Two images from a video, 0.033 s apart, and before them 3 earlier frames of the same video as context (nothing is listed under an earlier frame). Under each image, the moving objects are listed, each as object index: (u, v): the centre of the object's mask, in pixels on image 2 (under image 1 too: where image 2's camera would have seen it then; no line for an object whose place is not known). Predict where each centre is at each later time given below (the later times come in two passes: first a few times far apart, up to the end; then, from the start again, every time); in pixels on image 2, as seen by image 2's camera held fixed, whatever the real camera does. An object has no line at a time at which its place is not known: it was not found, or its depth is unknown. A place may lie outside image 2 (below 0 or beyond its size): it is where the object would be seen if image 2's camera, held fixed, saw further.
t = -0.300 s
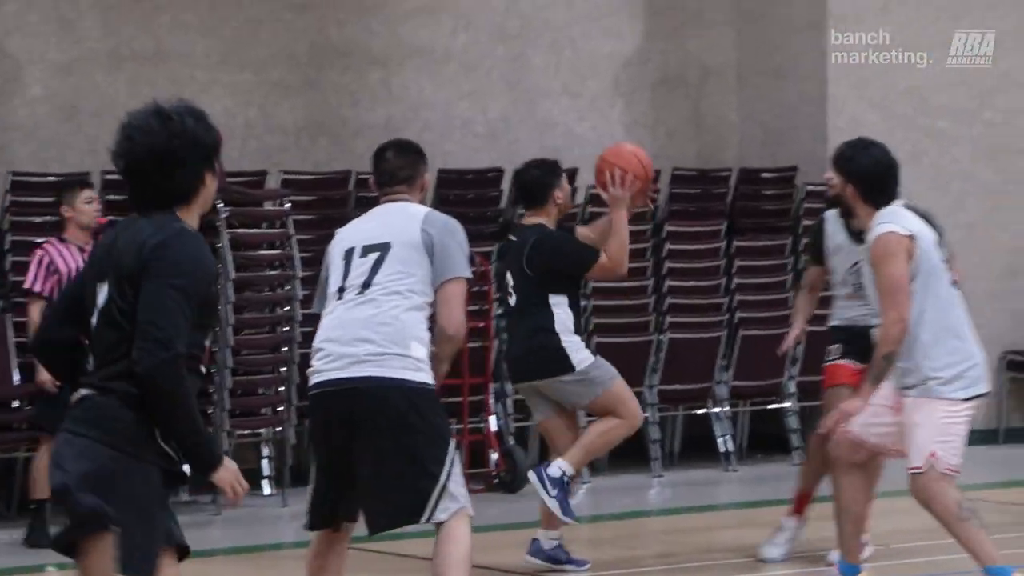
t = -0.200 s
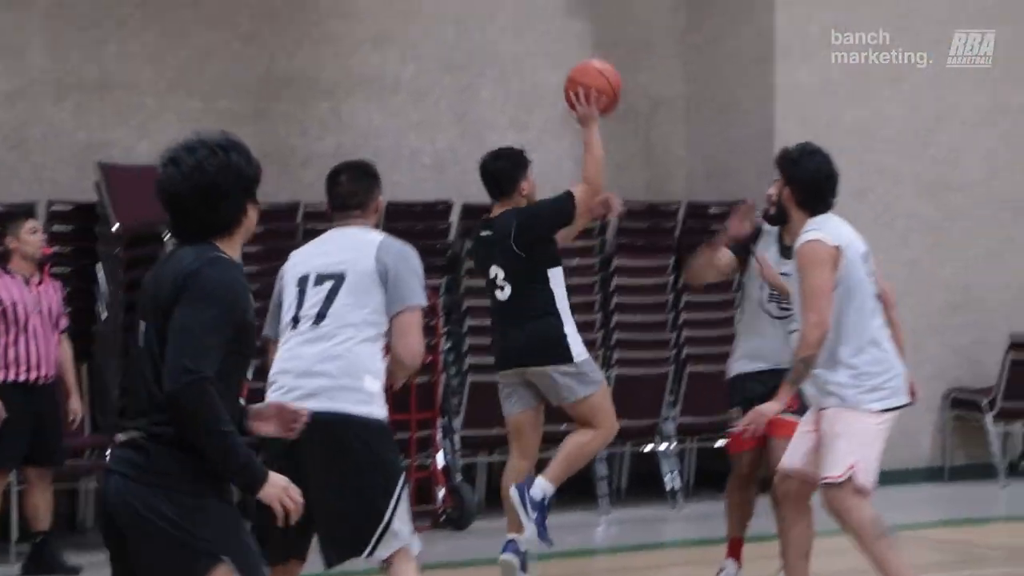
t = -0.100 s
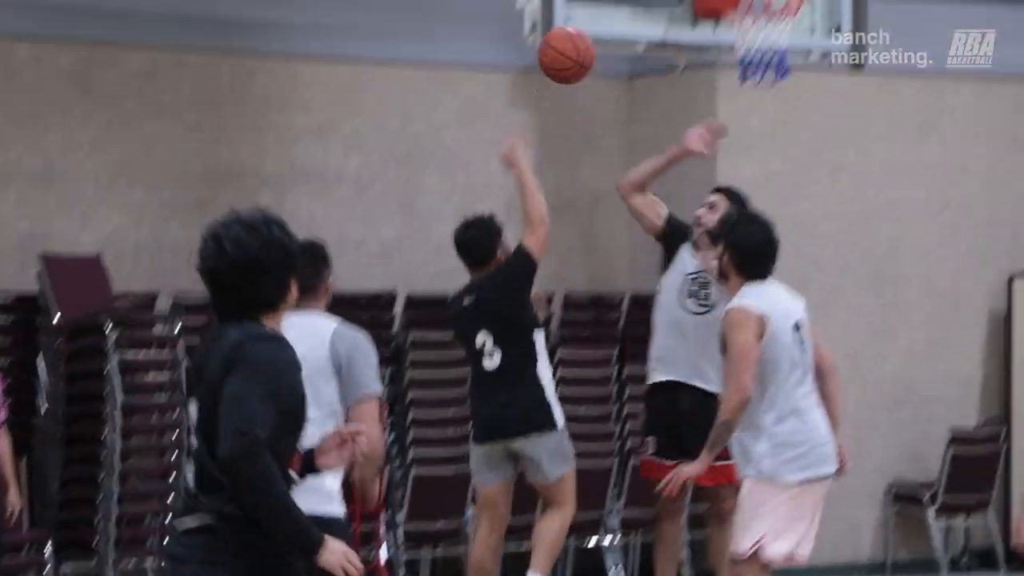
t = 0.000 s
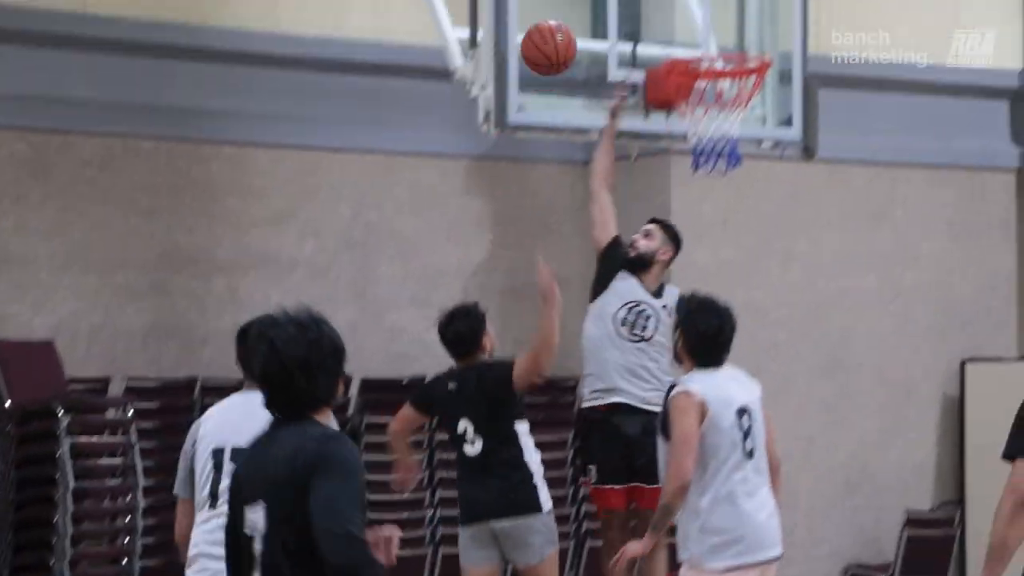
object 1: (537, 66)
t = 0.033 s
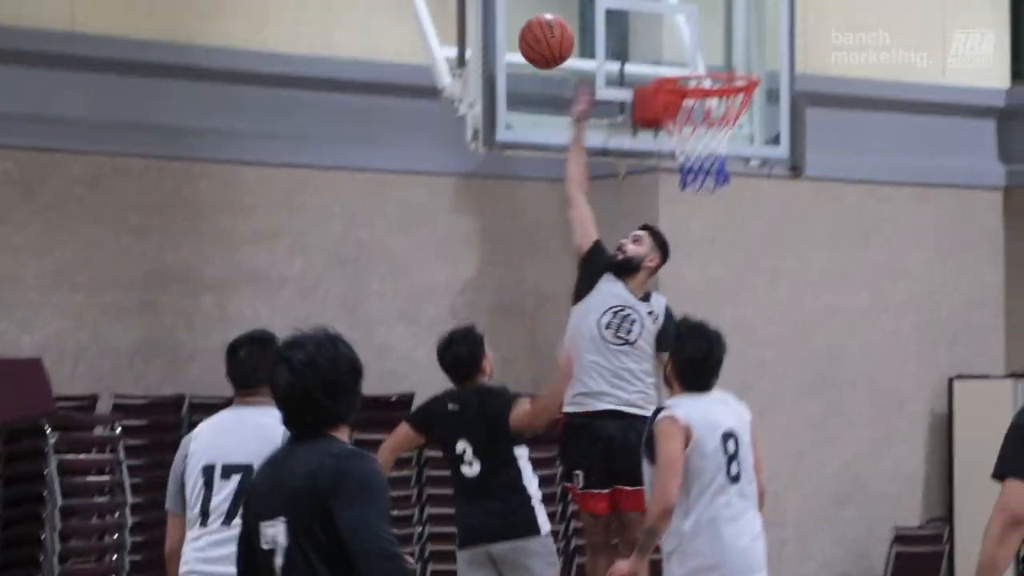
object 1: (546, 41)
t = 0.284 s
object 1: (612, -48)
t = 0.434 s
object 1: (661, -43)
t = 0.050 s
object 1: (550, 30)
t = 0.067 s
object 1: (555, 19)
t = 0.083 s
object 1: (559, 9)
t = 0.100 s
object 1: (564, 0)
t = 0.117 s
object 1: (568, -7)
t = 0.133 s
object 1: (573, -14)
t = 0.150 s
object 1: (577, -20)
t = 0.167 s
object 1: (582, -26)
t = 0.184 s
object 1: (586, -30)
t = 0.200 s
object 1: (590, -35)
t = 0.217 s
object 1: (594, -38)
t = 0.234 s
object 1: (599, -42)
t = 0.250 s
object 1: (603, -45)
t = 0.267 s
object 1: (608, -47)
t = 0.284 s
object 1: (612, -48)
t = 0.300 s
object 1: (618, -49)
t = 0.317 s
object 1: (622, -49)
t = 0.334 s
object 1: (628, -49)
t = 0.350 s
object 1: (634, -49)
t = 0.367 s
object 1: (639, -49)
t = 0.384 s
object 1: (645, -48)
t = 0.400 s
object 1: (650, -47)
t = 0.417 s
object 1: (656, -45)
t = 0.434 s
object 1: (661, -43)
